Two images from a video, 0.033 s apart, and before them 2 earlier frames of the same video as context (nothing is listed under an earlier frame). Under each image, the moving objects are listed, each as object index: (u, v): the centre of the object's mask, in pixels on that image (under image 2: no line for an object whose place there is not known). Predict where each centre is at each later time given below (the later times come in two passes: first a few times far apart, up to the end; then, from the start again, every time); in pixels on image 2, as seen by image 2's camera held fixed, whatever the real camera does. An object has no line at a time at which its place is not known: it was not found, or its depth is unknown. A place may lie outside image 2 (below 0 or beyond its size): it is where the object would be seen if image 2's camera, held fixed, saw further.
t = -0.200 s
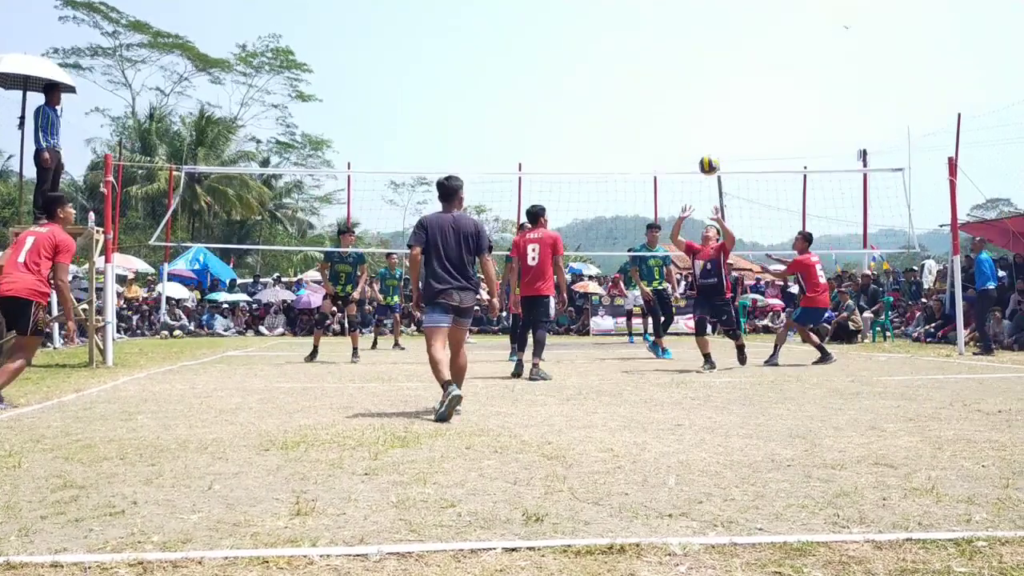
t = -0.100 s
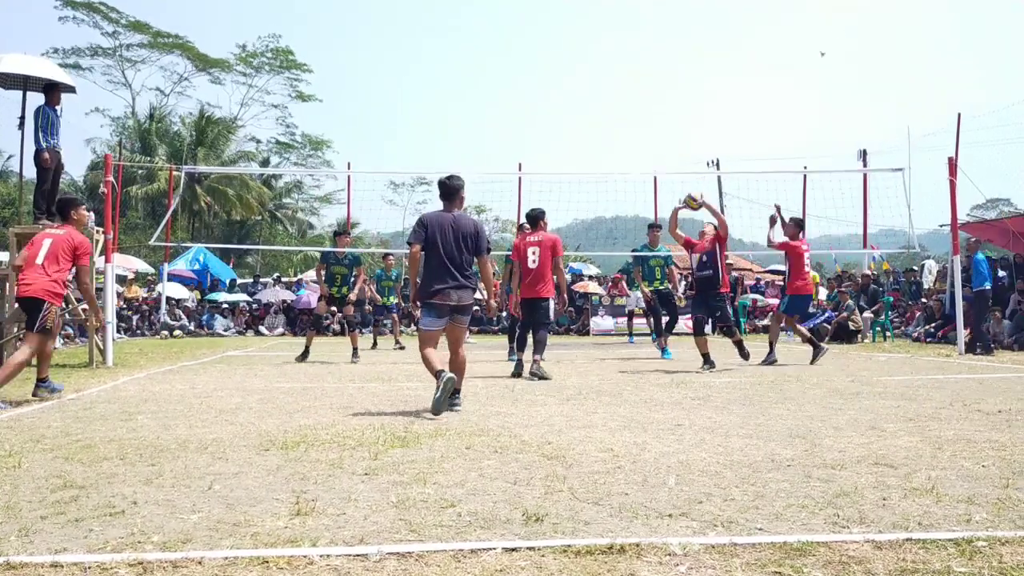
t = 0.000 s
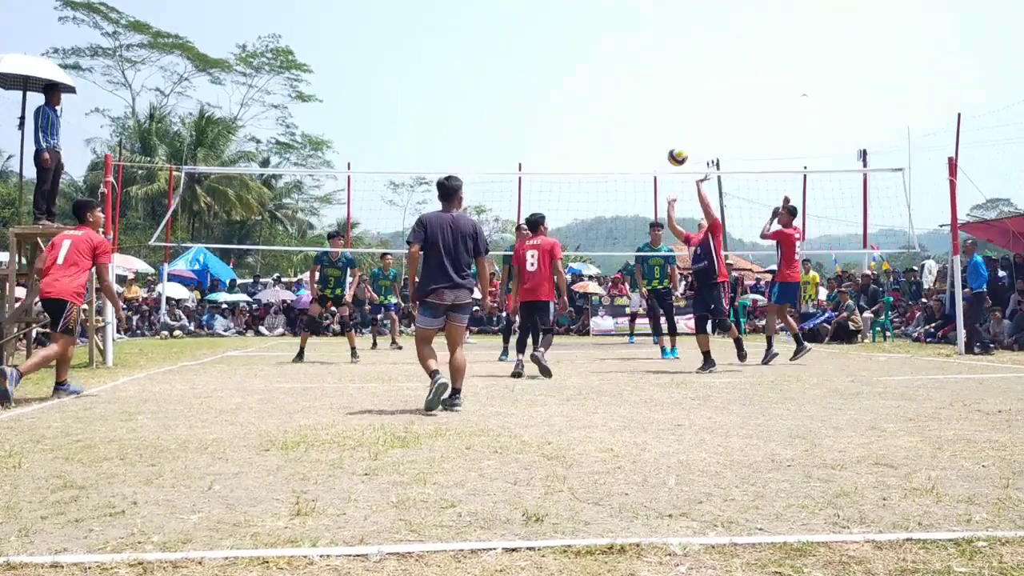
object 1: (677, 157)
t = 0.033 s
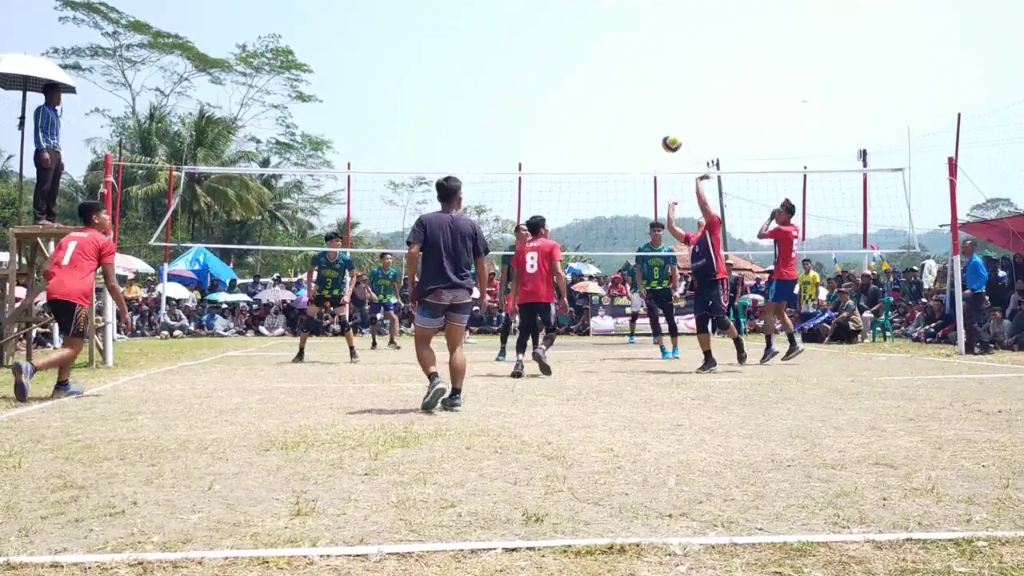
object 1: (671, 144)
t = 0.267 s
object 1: (631, 80)
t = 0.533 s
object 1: (589, 70)
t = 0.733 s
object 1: (561, 101)
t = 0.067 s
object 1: (665, 132)
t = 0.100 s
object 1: (660, 120)
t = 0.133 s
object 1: (654, 110)
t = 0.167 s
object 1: (648, 101)
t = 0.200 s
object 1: (642, 93)
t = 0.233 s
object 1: (636, 87)
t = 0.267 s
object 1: (631, 80)
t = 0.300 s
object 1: (626, 76)
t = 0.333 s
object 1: (620, 72)
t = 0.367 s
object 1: (615, 70)
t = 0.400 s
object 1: (610, 68)
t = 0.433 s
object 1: (604, 67)
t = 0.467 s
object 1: (599, 67)
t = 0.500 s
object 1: (594, 68)
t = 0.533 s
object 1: (589, 70)
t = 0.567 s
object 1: (584, 73)
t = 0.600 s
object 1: (579, 77)
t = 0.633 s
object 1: (575, 81)
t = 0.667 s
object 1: (570, 86)
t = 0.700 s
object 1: (565, 93)
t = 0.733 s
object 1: (561, 101)
